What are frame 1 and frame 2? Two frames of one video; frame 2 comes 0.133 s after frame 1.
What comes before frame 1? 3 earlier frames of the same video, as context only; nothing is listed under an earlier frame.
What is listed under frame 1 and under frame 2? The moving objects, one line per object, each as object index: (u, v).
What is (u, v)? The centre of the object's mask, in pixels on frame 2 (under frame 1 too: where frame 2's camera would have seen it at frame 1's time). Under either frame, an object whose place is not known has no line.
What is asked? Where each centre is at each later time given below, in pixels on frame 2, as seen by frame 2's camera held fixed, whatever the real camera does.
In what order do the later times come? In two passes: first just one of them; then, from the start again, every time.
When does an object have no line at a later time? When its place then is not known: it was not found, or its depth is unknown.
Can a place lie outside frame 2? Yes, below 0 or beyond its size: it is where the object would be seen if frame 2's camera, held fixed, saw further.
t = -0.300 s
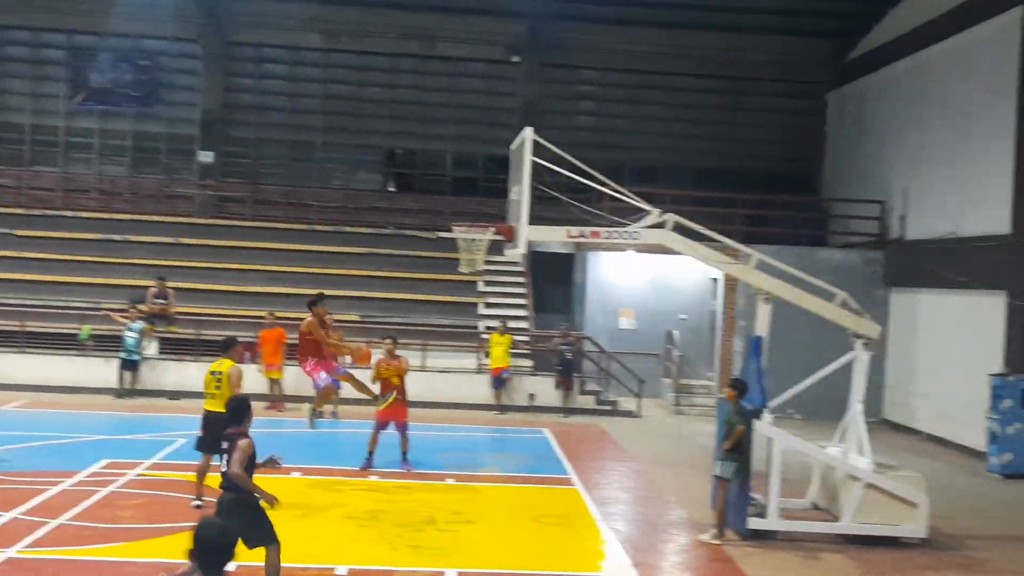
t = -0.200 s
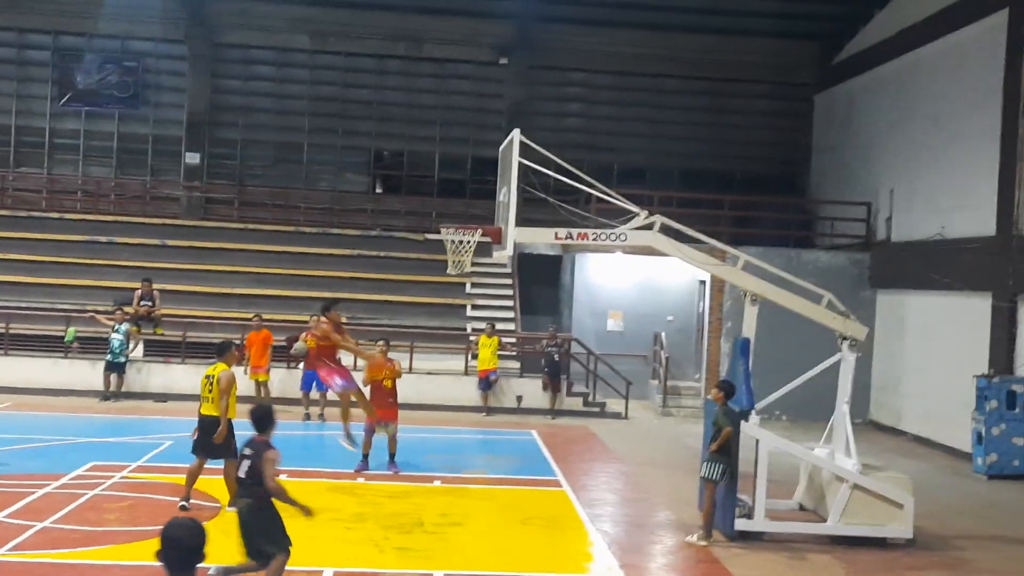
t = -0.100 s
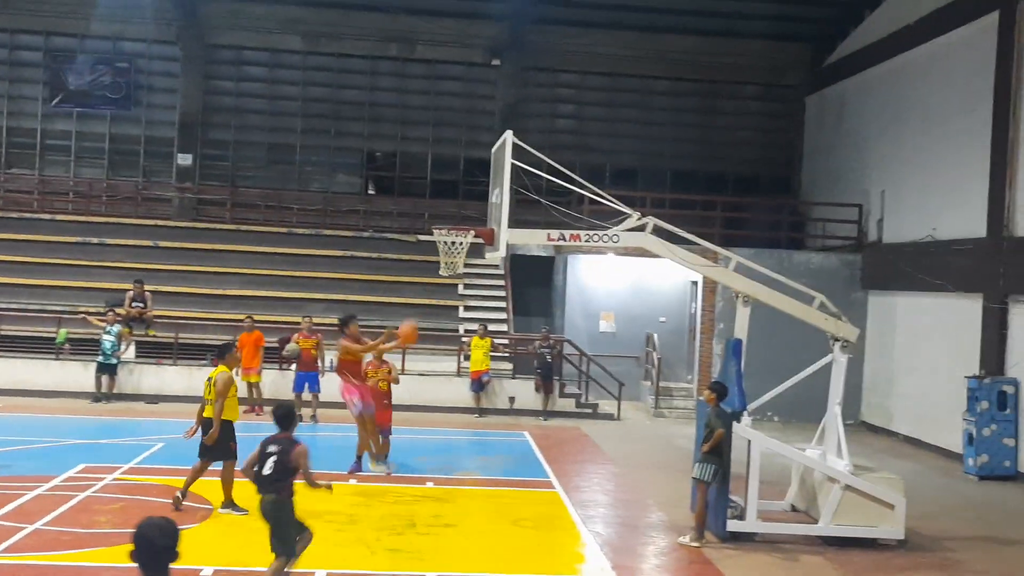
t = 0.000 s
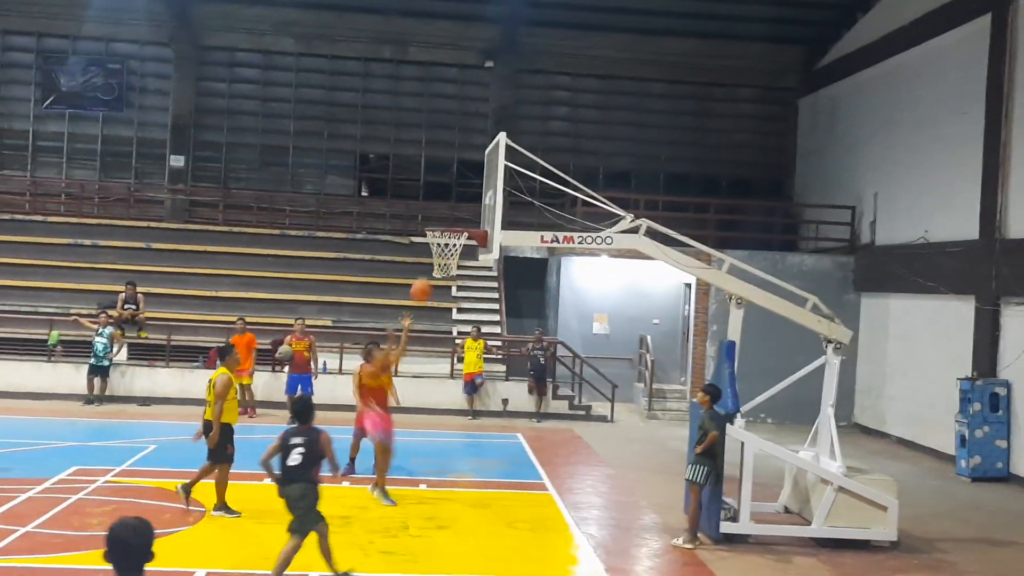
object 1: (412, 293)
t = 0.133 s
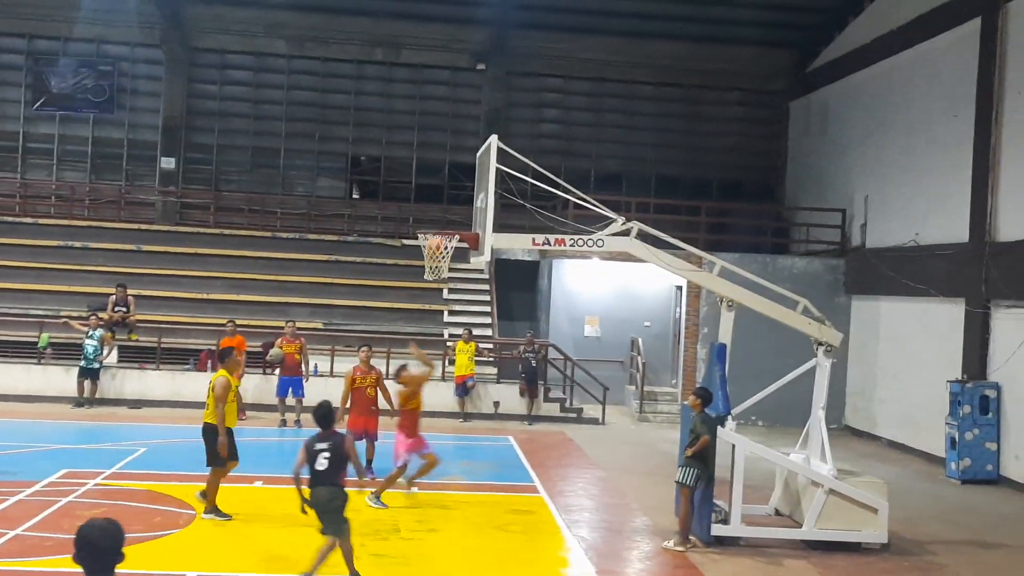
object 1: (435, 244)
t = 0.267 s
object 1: (461, 214)
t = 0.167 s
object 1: (445, 228)
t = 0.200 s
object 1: (450, 224)
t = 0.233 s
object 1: (455, 220)
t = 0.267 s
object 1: (461, 214)
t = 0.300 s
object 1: (466, 209)
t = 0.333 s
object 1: (463, 207)
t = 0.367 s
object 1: (461, 205)
